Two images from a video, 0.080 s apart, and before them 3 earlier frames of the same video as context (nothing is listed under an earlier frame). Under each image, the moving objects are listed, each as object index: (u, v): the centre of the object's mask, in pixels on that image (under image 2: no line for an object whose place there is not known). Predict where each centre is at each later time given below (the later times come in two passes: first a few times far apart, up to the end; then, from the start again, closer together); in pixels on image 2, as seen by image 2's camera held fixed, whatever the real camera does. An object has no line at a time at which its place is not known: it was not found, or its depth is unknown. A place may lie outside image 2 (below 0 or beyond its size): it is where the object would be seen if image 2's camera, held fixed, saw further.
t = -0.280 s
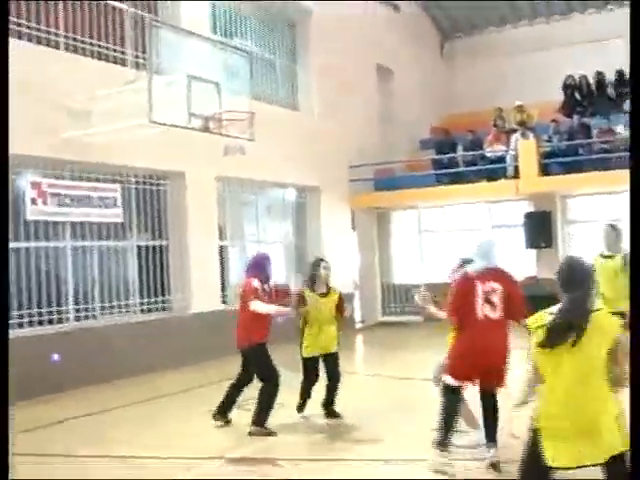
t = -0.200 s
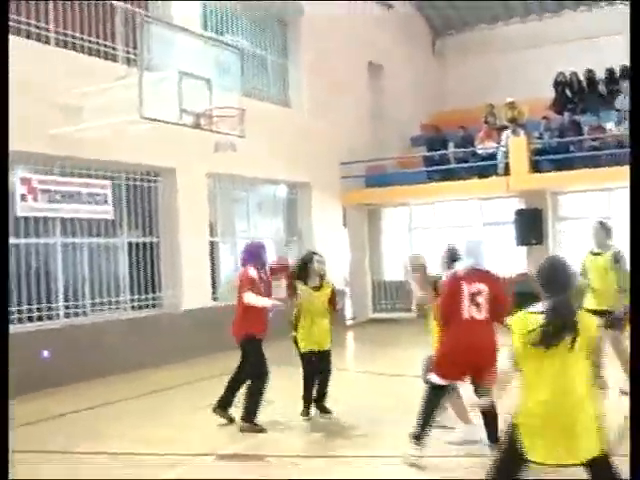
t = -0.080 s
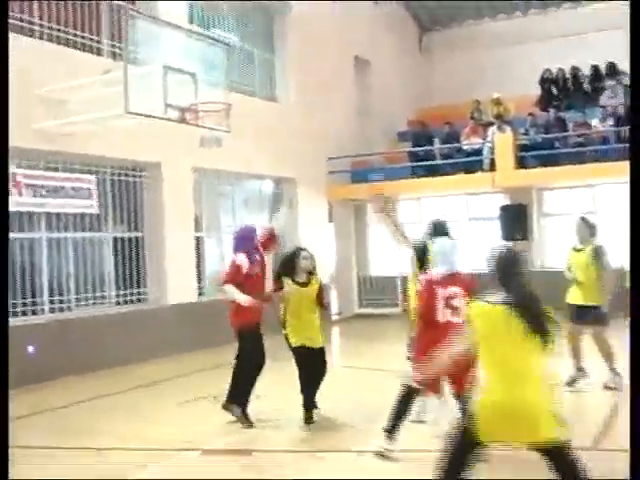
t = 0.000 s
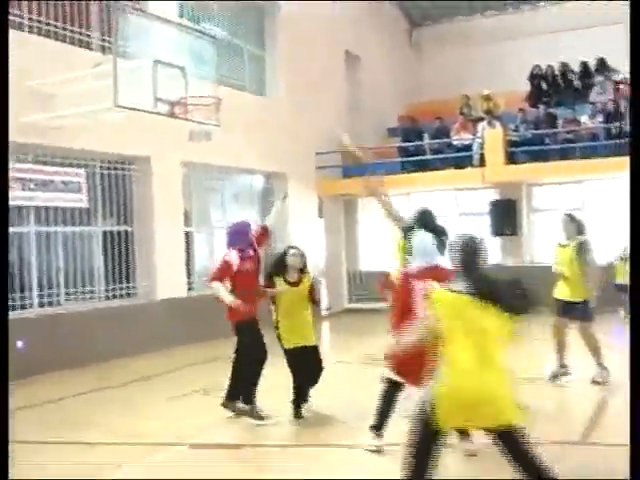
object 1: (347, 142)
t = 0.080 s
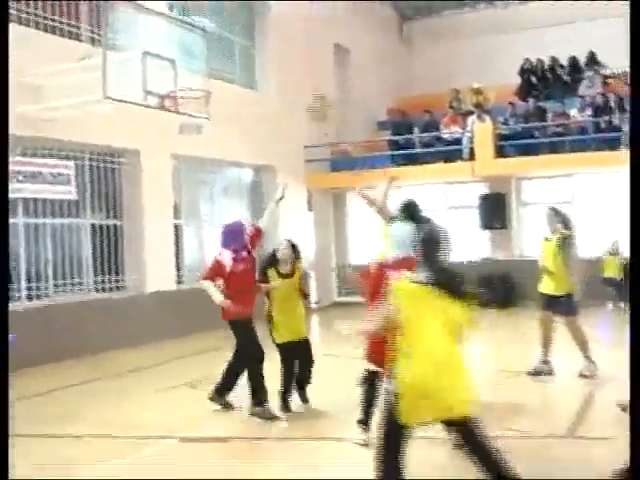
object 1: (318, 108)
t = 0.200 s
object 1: (286, 70)
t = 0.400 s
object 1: (243, 45)
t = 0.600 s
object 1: (209, 60)
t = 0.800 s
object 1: (200, 100)
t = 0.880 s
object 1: (211, 109)
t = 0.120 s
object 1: (308, 93)
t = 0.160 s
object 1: (297, 80)
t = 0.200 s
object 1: (286, 70)
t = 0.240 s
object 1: (276, 63)
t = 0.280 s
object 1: (269, 55)
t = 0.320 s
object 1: (257, 50)
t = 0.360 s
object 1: (252, 46)
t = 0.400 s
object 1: (243, 45)
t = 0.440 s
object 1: (238, 46)
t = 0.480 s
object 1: (227, 47)
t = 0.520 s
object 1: (222, 48)
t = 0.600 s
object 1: (209, 60)
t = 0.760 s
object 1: (190, 94)
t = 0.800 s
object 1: (200, 100)
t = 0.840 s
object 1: (206, 105)
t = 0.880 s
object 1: (211, 109)
